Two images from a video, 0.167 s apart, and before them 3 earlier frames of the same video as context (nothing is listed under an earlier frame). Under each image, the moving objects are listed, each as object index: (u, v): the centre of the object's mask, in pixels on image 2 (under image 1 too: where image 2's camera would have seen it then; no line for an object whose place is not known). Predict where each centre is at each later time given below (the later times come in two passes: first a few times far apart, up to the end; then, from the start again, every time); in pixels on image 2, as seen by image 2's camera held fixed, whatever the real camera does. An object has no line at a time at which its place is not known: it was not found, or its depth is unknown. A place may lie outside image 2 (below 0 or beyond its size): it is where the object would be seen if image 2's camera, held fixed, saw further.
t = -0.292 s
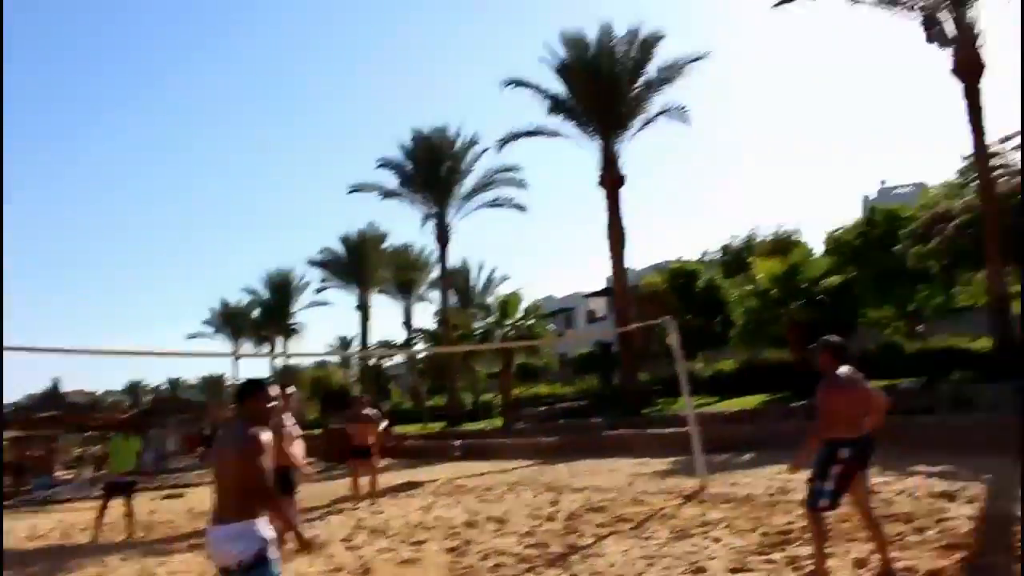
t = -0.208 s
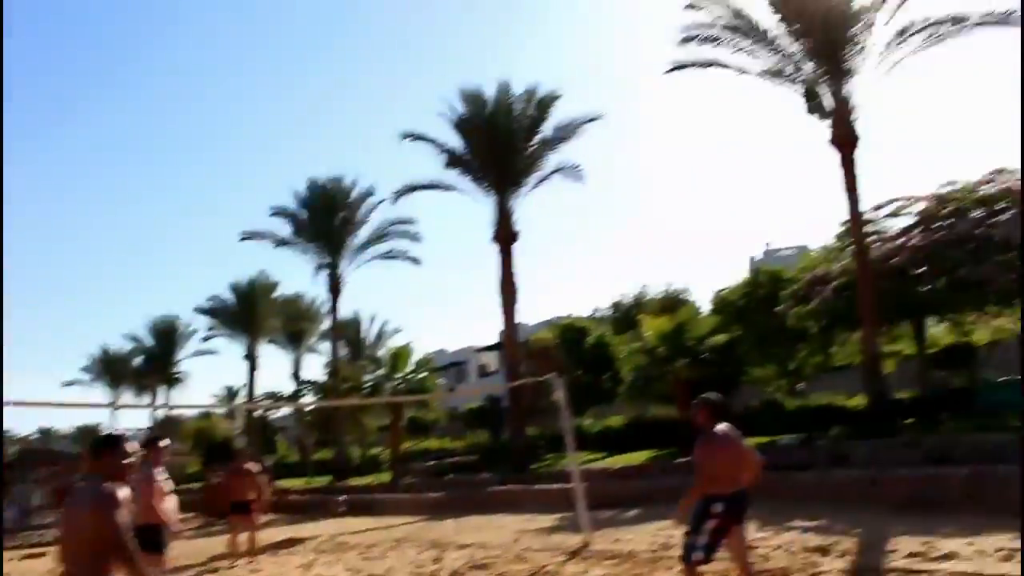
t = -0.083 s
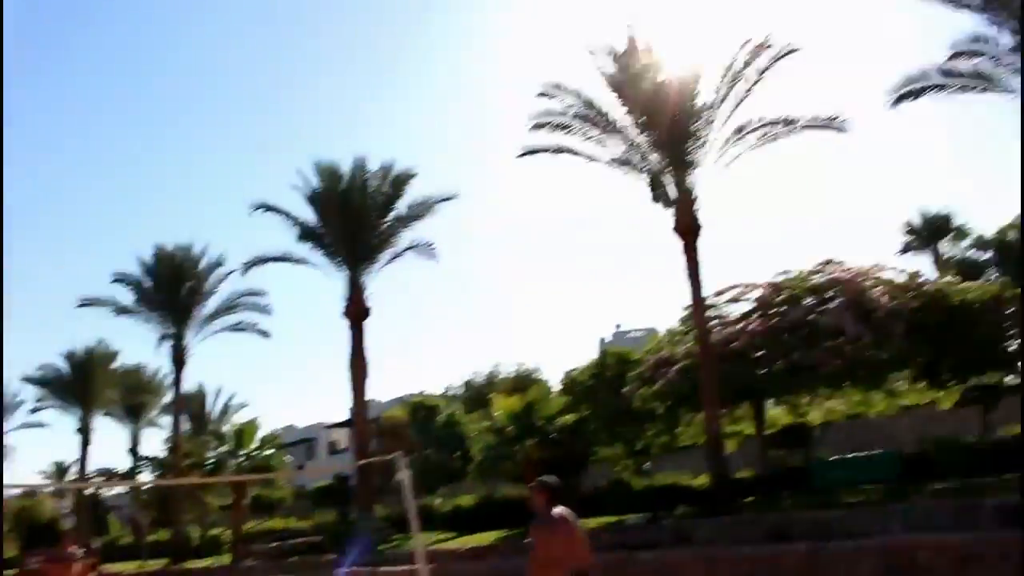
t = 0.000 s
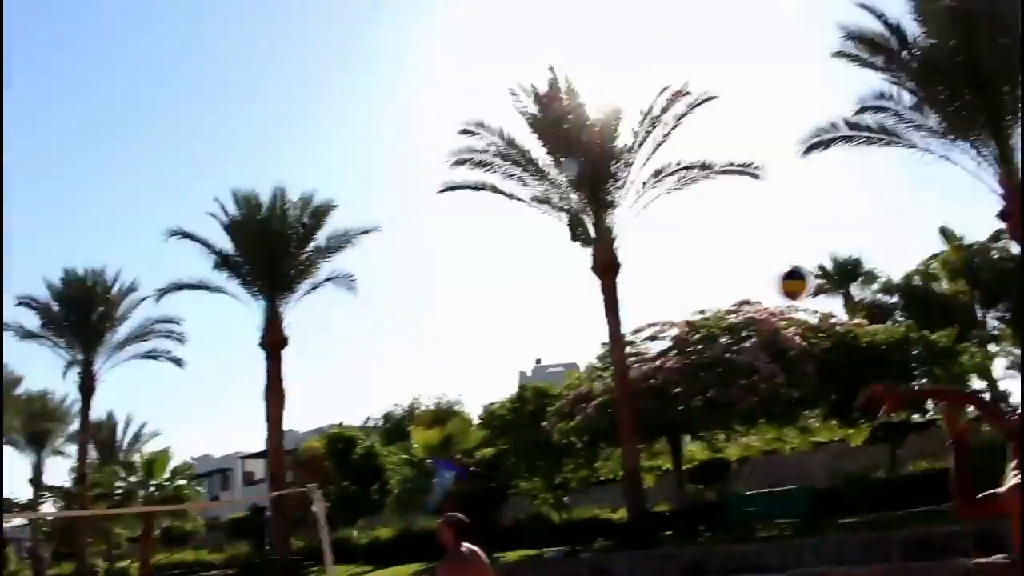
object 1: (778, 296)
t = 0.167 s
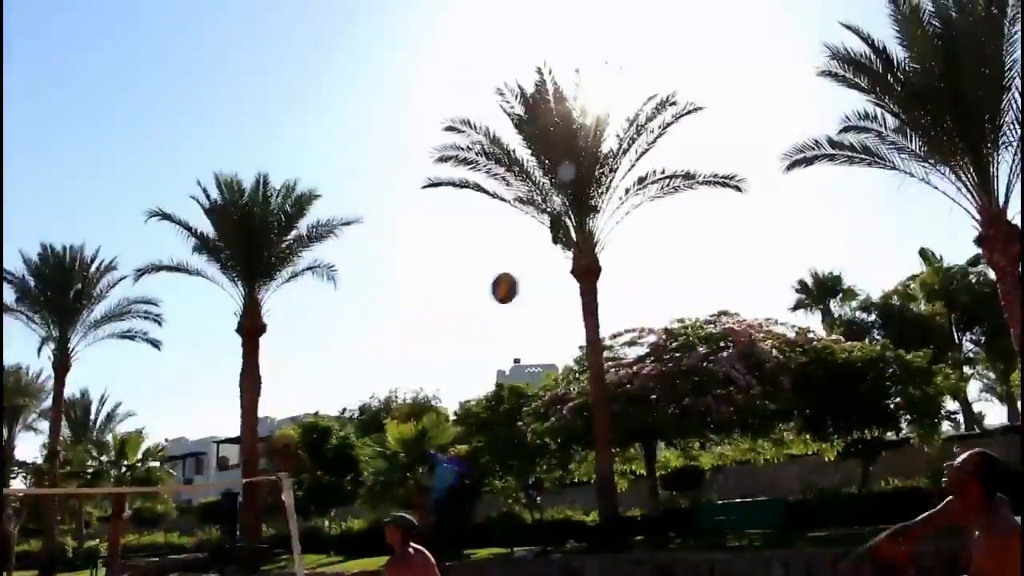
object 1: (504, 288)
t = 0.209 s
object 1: (451, 292)
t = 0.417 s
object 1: (248, 341)
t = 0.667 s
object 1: (92, 444)
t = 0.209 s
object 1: (451, 292)
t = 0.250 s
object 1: (402, 299)
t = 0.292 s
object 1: (358, 308)
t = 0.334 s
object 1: (318, 317)
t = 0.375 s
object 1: (282, 328)
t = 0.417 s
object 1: (248, 341)
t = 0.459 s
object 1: (216, 355)
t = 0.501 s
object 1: (187, 370)
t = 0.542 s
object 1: (160, 387)
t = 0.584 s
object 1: (136, 405)
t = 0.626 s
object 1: (113, 424)
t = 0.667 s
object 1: (92, 444)
